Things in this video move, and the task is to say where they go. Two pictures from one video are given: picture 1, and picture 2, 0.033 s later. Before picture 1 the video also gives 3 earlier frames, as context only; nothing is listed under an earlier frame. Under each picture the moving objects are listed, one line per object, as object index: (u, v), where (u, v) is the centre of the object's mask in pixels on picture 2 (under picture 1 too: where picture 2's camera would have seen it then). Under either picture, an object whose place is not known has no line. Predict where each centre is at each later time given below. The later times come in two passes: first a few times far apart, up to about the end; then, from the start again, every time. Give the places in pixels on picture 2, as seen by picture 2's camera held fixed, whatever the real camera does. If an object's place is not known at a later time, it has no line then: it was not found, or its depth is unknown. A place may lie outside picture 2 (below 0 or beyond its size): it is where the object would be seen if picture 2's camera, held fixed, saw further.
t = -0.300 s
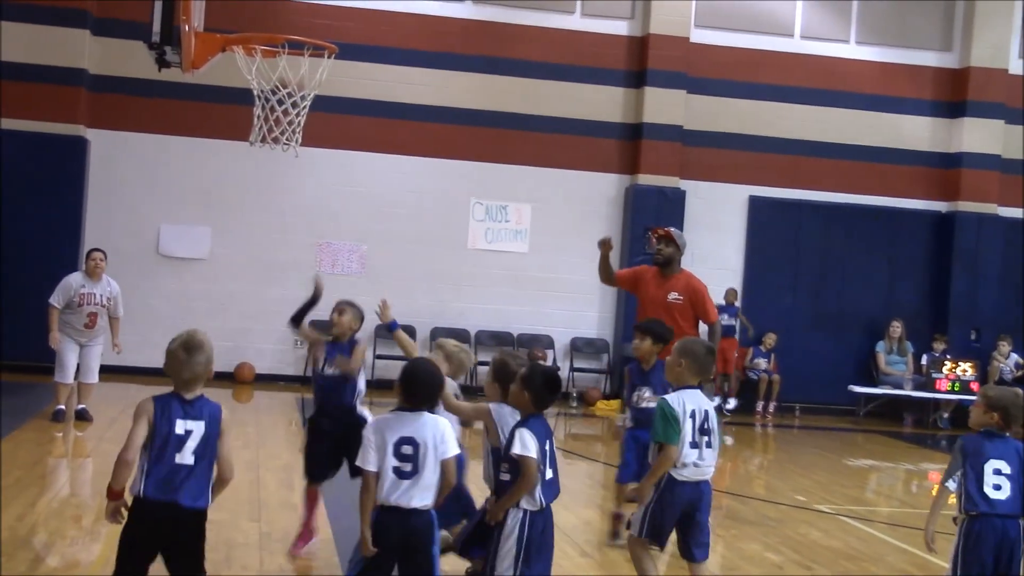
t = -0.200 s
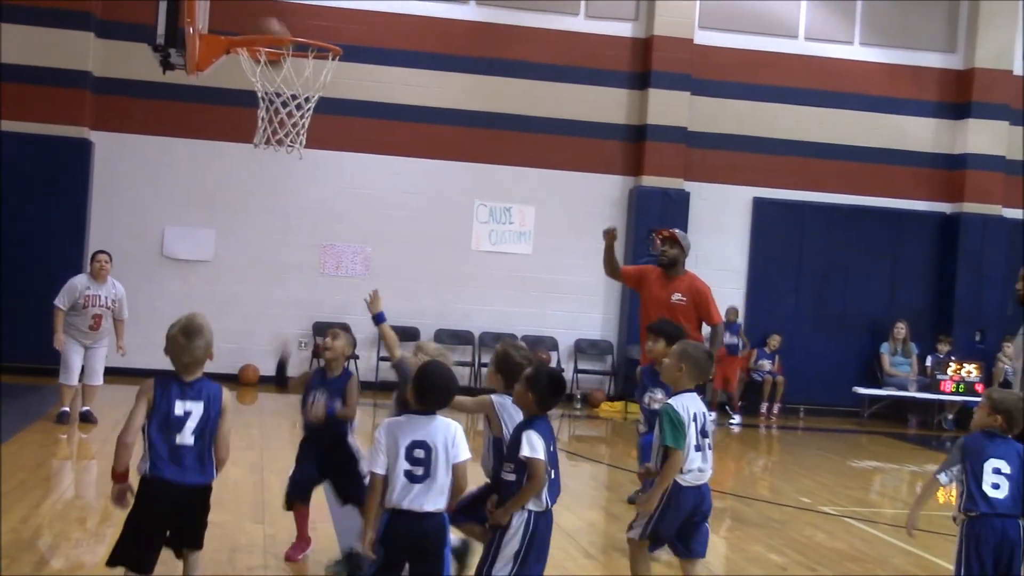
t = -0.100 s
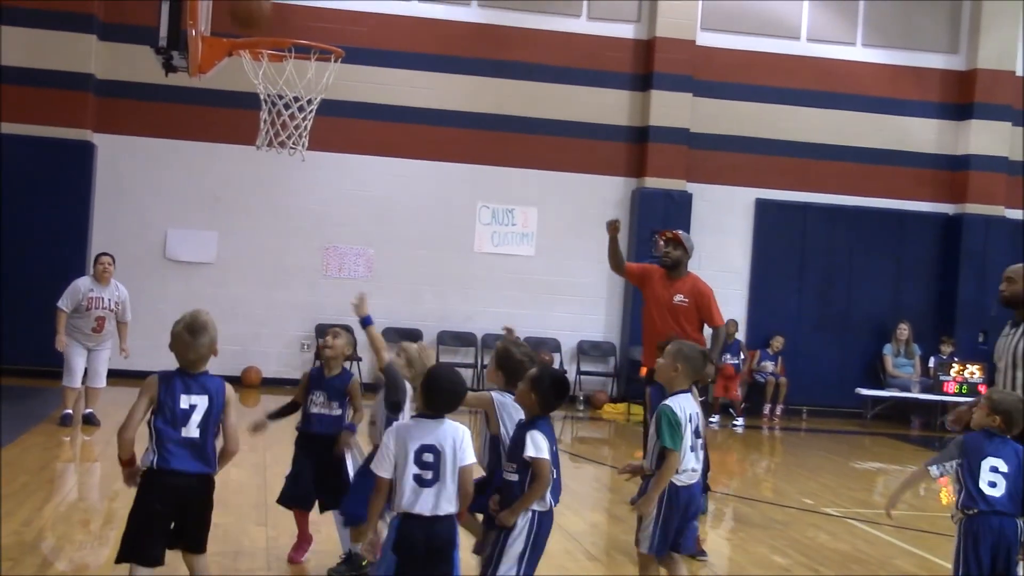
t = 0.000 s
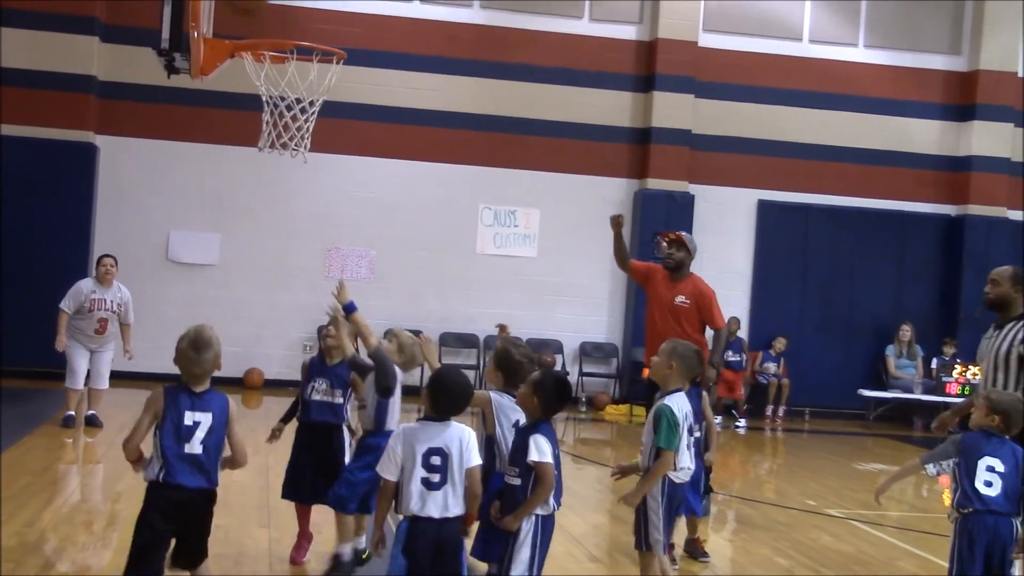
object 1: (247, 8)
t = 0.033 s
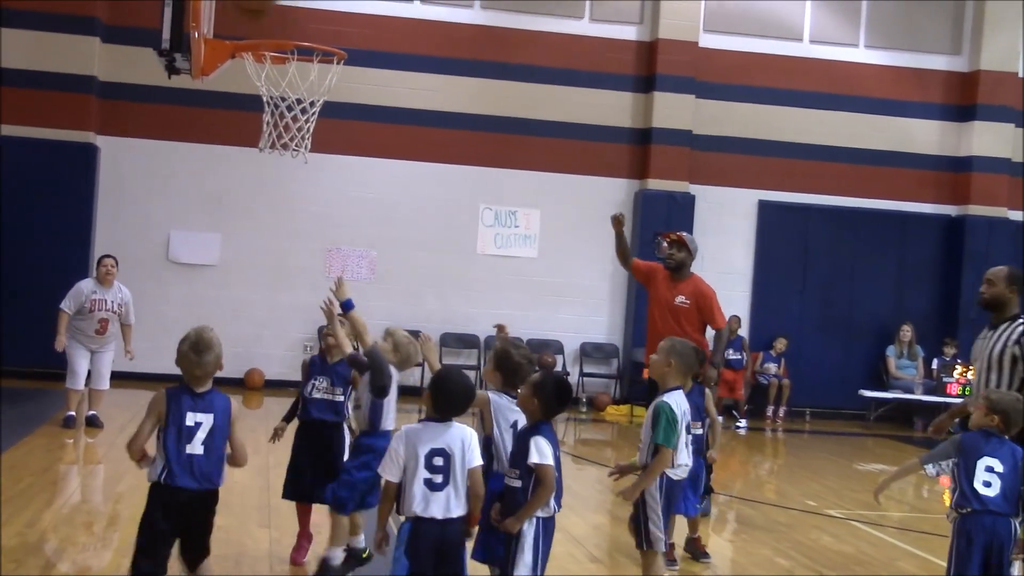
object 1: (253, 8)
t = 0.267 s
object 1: (302, 73)
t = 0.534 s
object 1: (307, 186)
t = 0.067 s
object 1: (260, 9)
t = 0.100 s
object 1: (267, 13)
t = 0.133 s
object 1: (275, 17)
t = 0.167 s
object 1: (283, 22)
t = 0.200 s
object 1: (291, 28)
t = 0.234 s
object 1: (295, 54)
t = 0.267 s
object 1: (302, 73)
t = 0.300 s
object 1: (308, 95)
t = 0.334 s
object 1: (311, 109)
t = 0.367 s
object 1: (306, 113)
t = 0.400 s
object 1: (313, 138)
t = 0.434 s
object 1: (310, 141)
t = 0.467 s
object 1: (309, 150)
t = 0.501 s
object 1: (308, 167)
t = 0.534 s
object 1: (307, 186)
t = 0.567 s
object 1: (305, 207)
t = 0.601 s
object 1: (304, 232)
